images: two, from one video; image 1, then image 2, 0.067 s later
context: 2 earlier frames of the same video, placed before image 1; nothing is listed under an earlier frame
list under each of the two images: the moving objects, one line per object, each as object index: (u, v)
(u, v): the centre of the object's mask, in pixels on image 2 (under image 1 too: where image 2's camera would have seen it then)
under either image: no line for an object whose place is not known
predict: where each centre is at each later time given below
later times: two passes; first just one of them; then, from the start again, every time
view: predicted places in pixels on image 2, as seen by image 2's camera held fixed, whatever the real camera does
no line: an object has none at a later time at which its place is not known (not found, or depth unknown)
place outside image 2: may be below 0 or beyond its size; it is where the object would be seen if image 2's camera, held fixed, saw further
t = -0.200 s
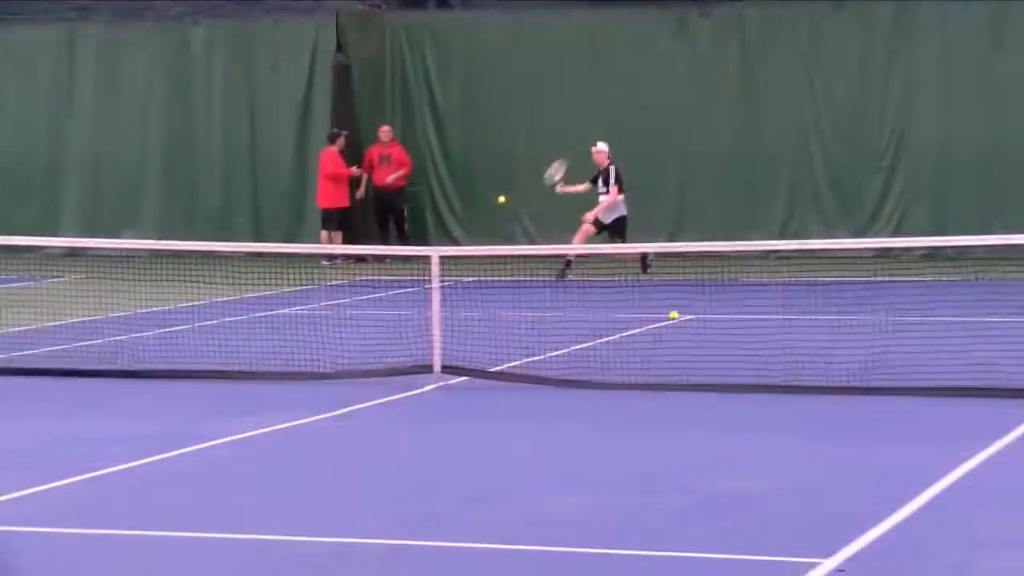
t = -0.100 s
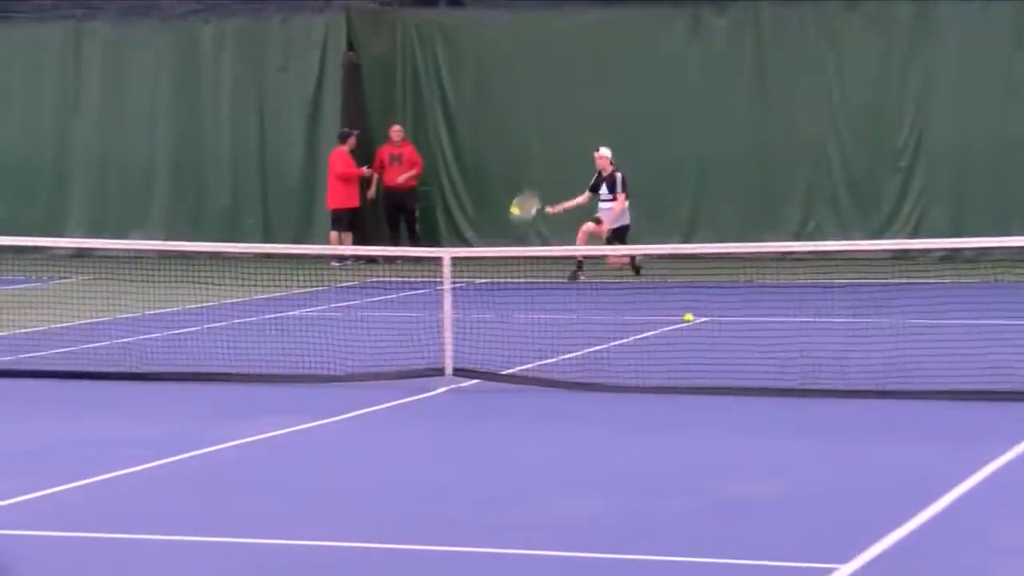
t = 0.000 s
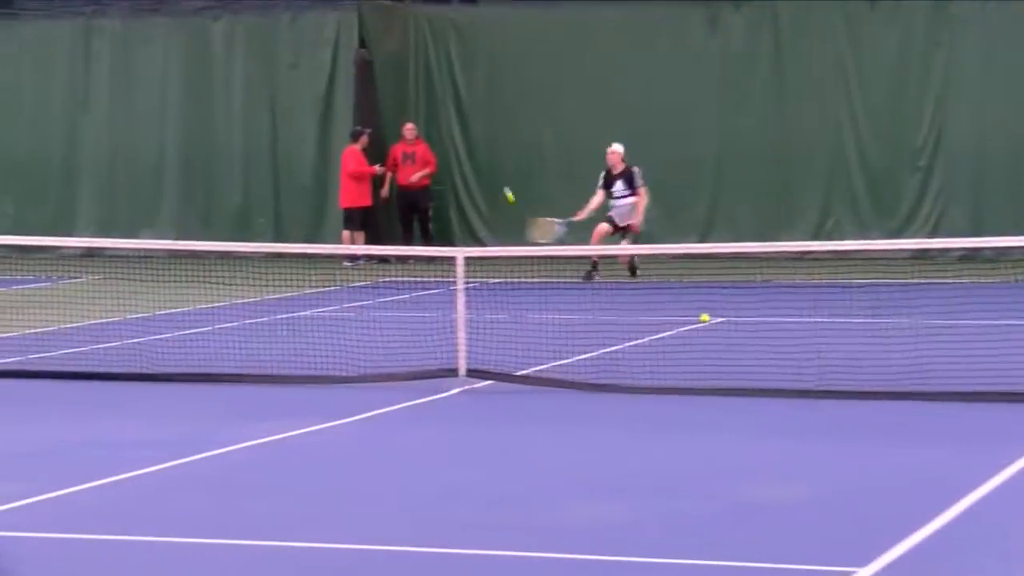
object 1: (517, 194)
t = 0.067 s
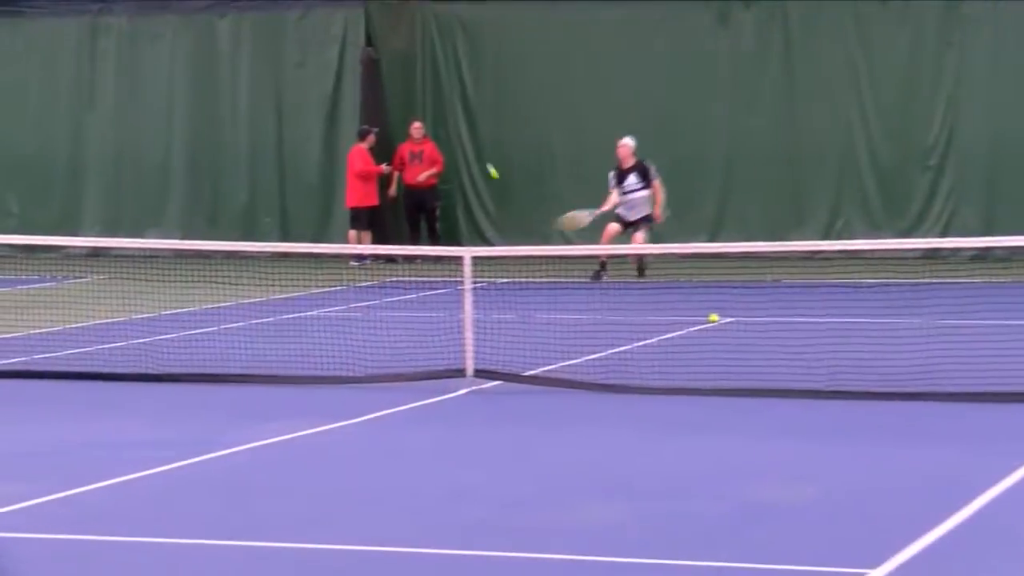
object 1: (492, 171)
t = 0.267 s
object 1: (415, 114)
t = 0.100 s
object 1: (481, 159)
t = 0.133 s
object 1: (470, 148)
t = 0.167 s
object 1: (456, 139)
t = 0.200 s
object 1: (443, 130)
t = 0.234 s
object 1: (430, 123)
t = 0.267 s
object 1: (415, 114)
